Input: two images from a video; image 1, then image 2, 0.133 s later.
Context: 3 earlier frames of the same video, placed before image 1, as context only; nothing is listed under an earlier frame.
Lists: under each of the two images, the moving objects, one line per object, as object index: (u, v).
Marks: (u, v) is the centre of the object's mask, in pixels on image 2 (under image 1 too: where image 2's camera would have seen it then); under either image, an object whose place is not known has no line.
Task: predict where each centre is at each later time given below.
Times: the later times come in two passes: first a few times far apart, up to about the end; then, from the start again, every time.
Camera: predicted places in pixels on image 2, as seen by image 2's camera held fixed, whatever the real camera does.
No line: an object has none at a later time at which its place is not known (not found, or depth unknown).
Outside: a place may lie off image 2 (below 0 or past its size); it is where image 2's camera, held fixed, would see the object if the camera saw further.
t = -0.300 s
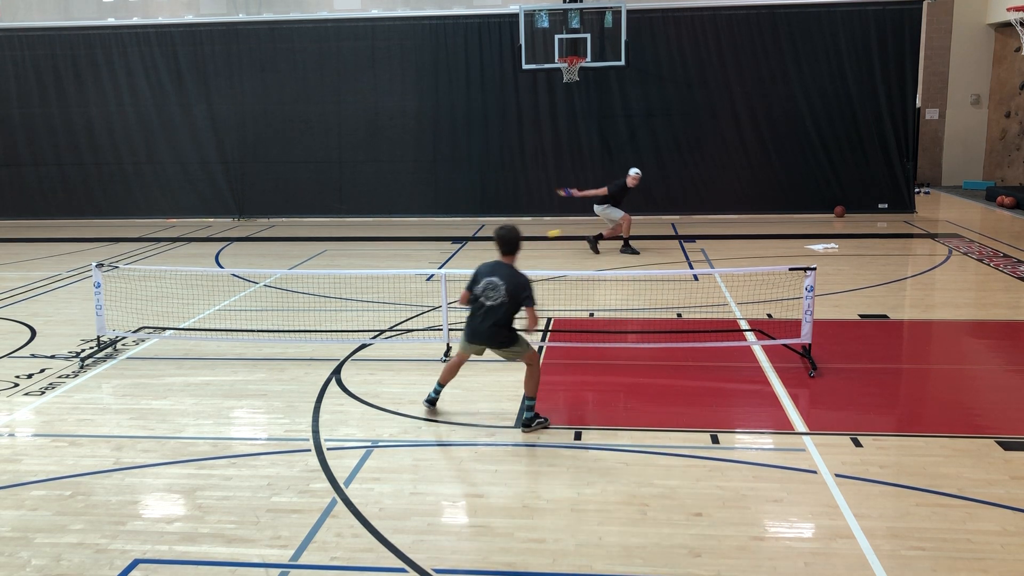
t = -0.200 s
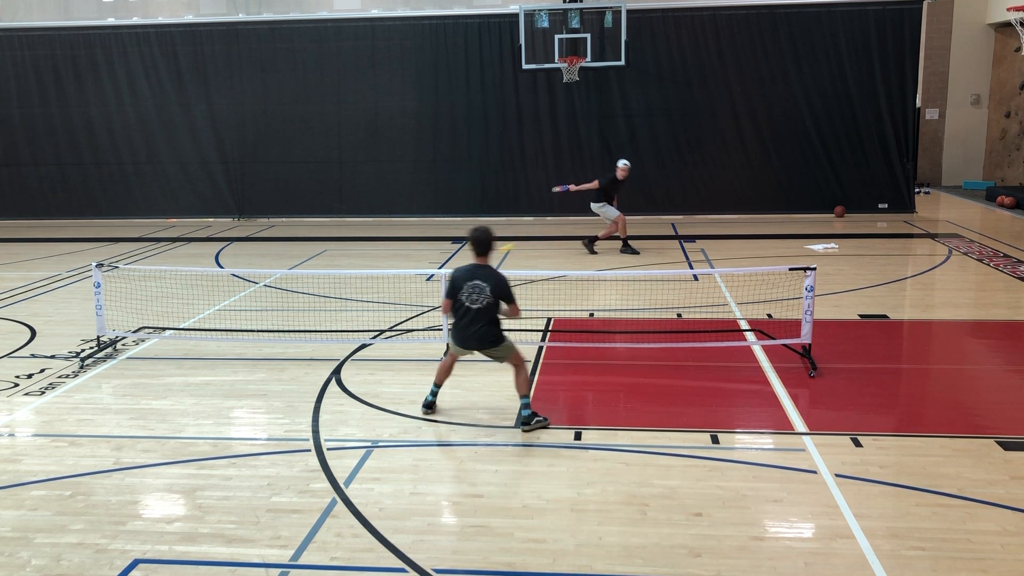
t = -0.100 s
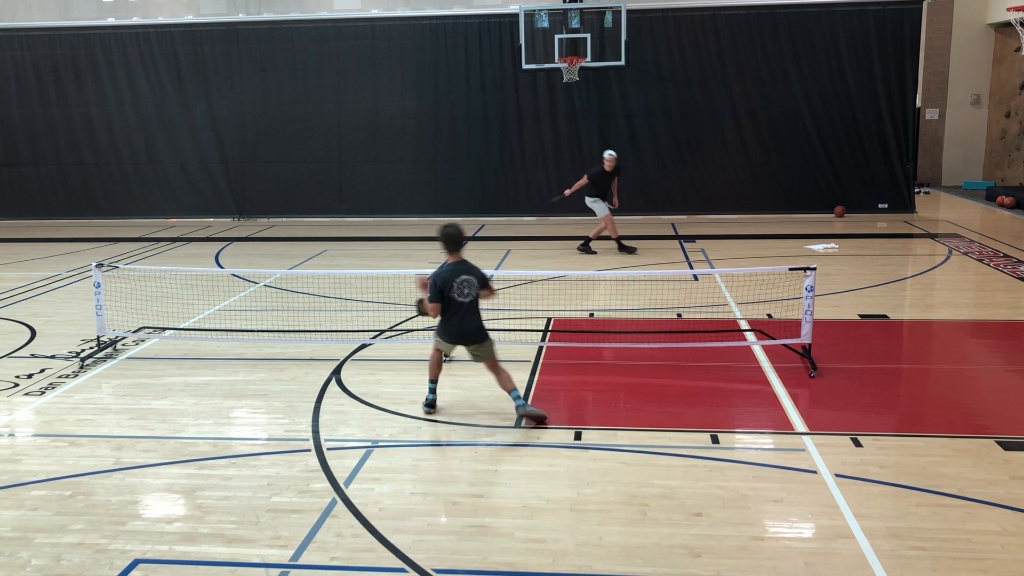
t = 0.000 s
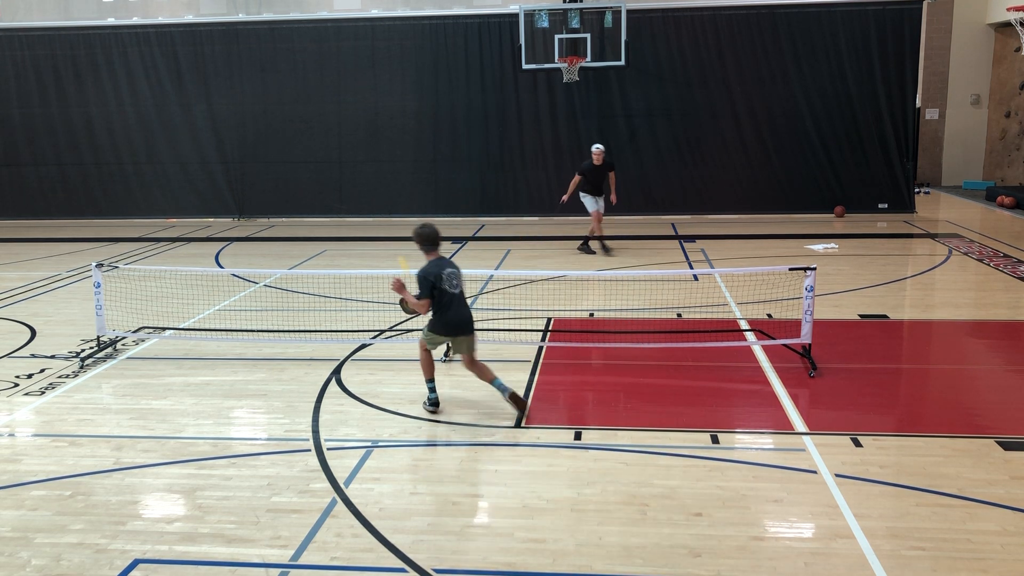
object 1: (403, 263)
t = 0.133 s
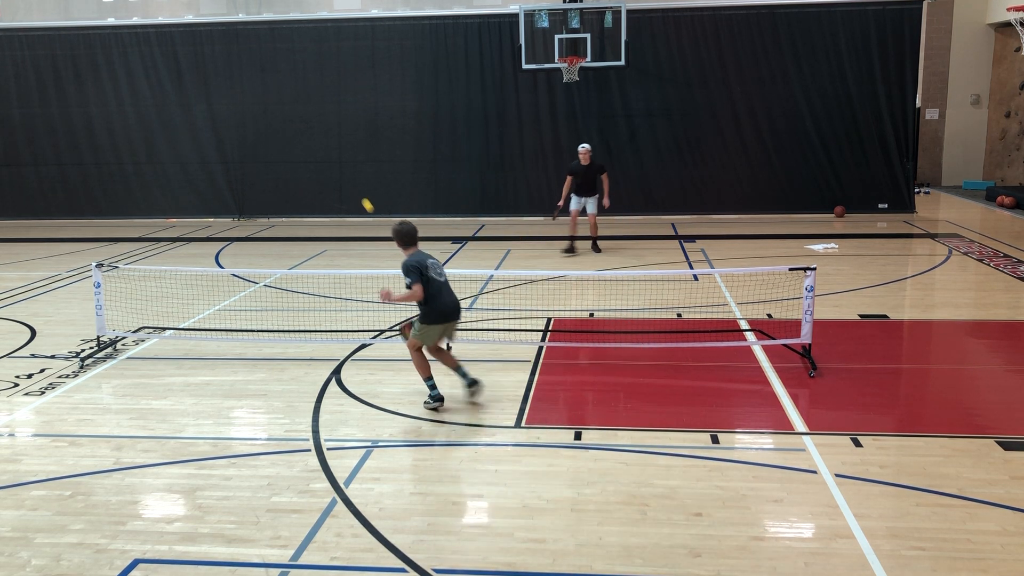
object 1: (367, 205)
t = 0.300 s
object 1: (331, 168)
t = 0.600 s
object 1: (286, 172)
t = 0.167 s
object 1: (359, 195)
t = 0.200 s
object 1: (352, 186)
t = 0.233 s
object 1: (345, 178)
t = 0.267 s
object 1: (338, 173)
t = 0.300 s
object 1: (331, 168)
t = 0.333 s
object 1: (325, 164)
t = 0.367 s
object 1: (320, 162)
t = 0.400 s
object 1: (314, 161)
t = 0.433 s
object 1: (309, 161)
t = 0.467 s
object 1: (304, 161)
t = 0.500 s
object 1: (299, 163)
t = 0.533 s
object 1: (294, 165)
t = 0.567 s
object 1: (290, 169)
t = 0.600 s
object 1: (286, 172)
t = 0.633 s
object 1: (282, 177)
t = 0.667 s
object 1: (279, 182)
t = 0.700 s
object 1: (275, 188)
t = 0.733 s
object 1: (272, 194)
